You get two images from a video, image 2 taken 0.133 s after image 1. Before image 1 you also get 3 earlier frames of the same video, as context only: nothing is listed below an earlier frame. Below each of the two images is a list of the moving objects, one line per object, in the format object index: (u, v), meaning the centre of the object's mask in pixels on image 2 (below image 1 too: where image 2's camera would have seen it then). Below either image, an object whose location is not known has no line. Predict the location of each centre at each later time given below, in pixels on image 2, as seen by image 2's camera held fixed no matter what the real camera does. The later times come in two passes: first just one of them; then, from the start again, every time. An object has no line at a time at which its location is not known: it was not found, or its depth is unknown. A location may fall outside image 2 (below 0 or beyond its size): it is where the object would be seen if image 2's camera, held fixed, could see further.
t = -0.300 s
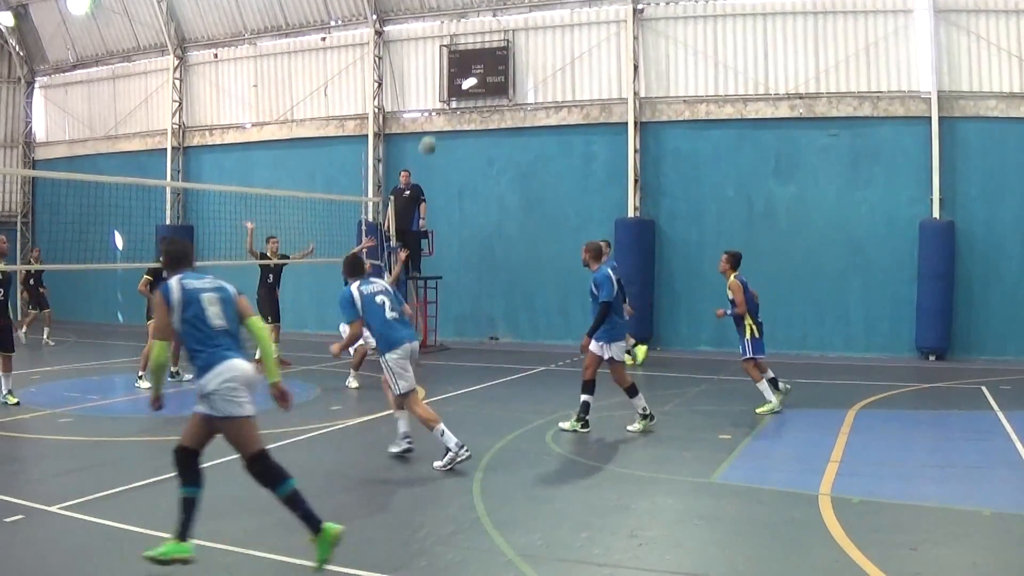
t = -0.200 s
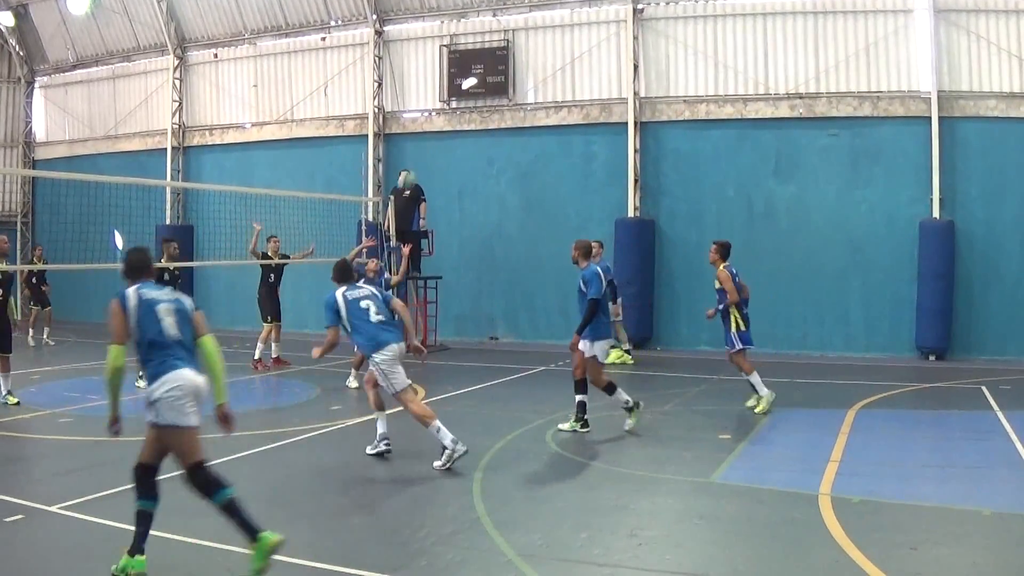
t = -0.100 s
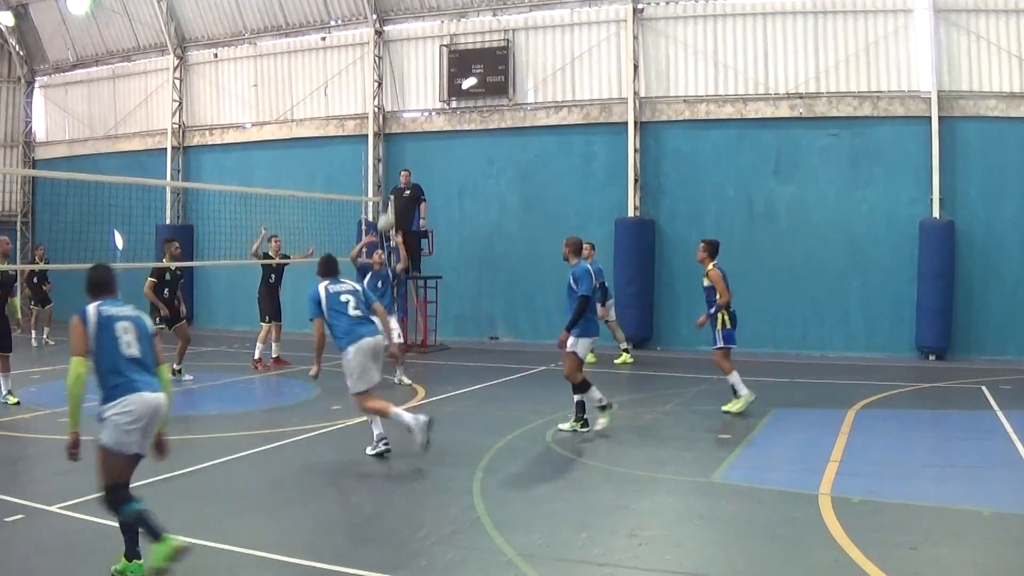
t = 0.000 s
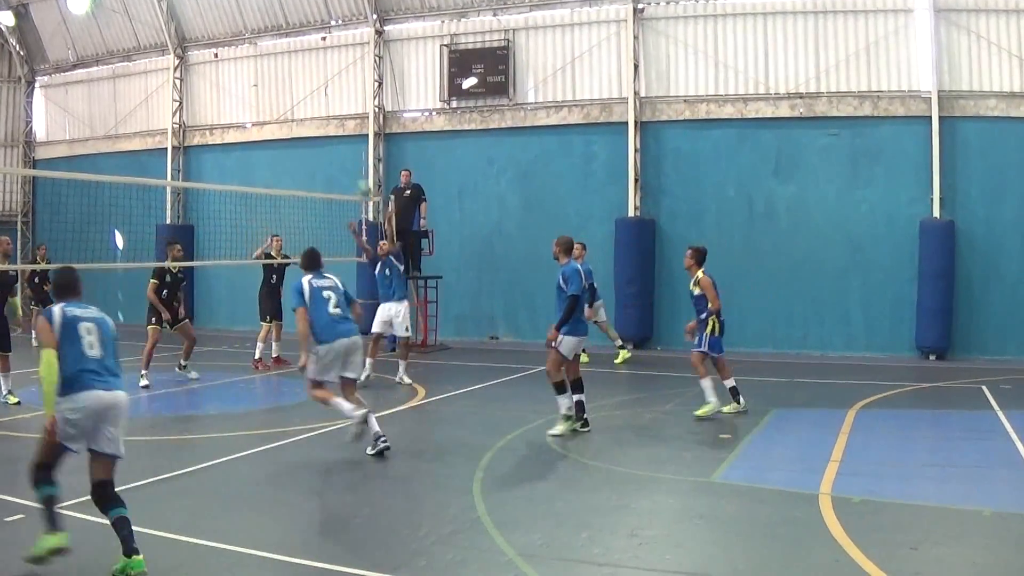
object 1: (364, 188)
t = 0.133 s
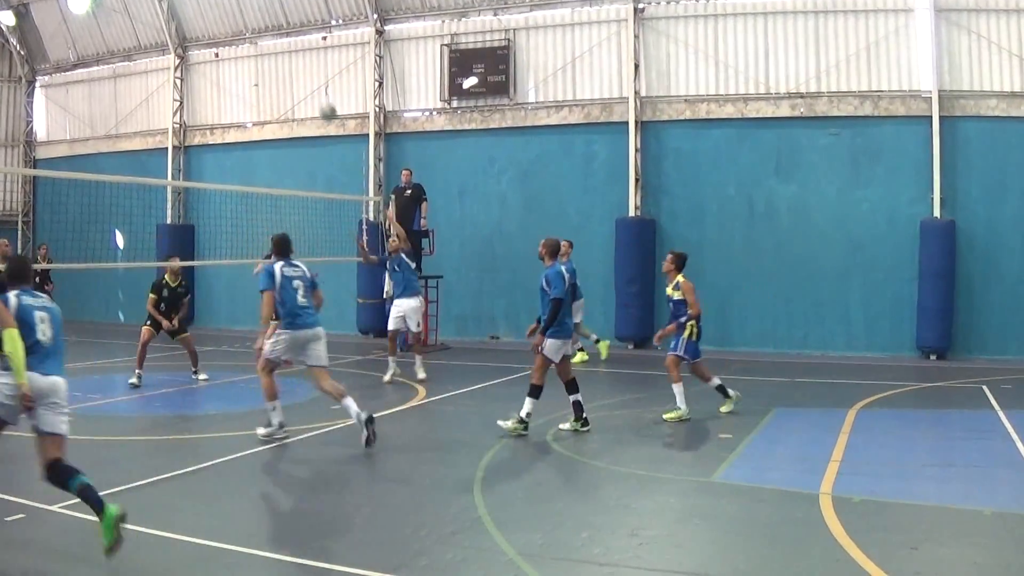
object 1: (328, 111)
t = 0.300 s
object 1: (279, 31)
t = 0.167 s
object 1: (318, 94)
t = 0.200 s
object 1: (309, 78)
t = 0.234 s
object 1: (298, 60)
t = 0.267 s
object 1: (290, 46)
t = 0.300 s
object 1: (279, 31)
